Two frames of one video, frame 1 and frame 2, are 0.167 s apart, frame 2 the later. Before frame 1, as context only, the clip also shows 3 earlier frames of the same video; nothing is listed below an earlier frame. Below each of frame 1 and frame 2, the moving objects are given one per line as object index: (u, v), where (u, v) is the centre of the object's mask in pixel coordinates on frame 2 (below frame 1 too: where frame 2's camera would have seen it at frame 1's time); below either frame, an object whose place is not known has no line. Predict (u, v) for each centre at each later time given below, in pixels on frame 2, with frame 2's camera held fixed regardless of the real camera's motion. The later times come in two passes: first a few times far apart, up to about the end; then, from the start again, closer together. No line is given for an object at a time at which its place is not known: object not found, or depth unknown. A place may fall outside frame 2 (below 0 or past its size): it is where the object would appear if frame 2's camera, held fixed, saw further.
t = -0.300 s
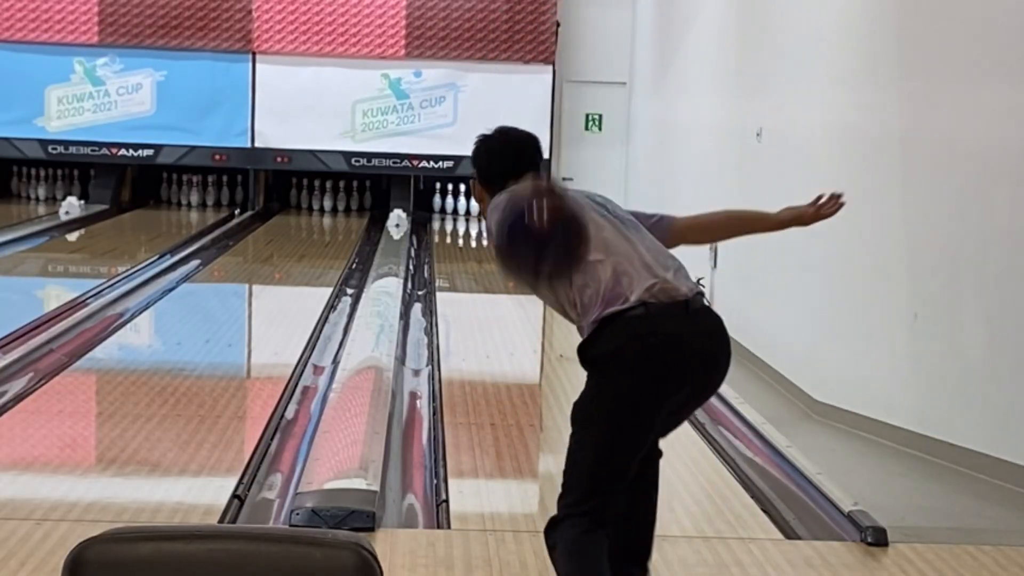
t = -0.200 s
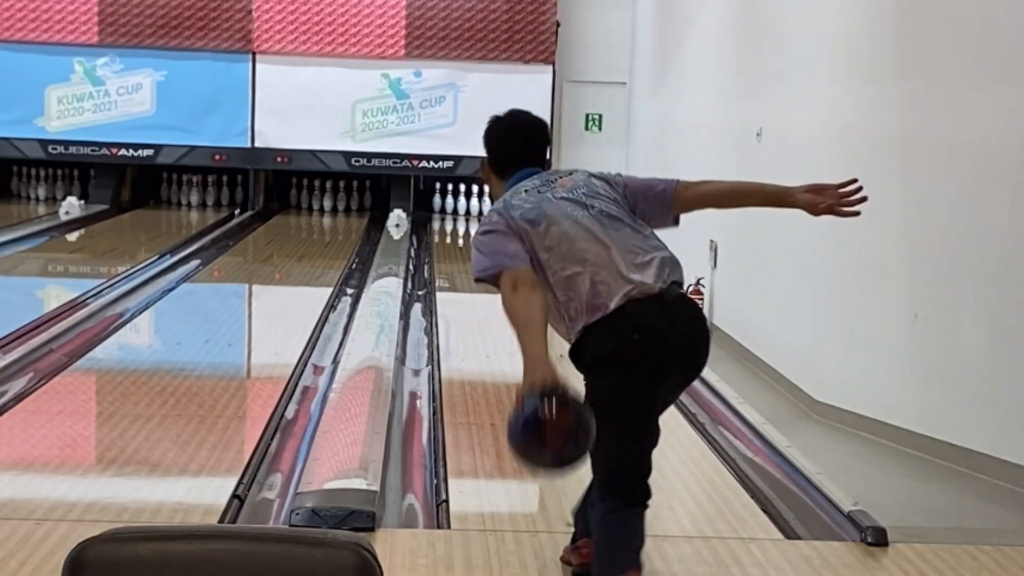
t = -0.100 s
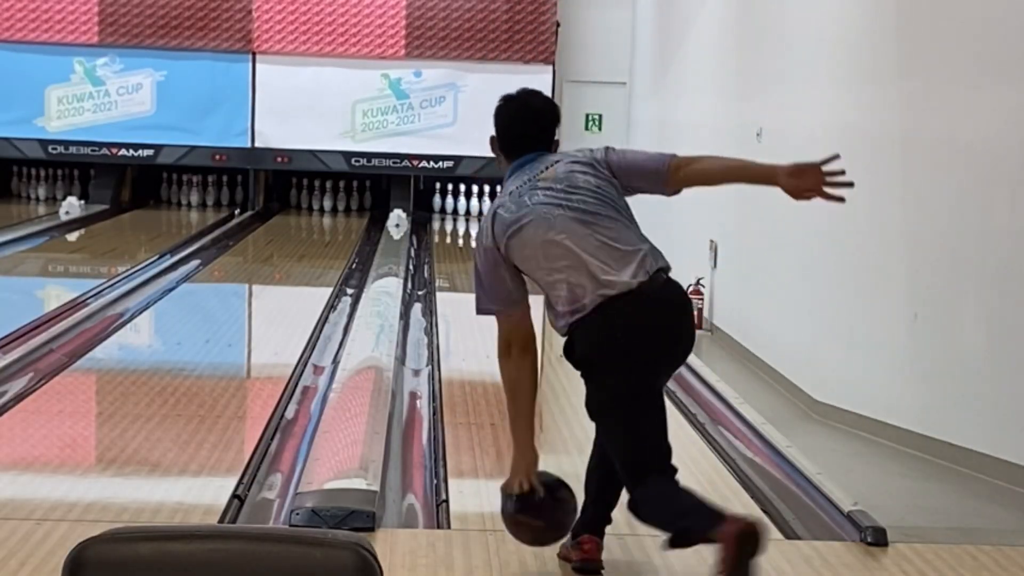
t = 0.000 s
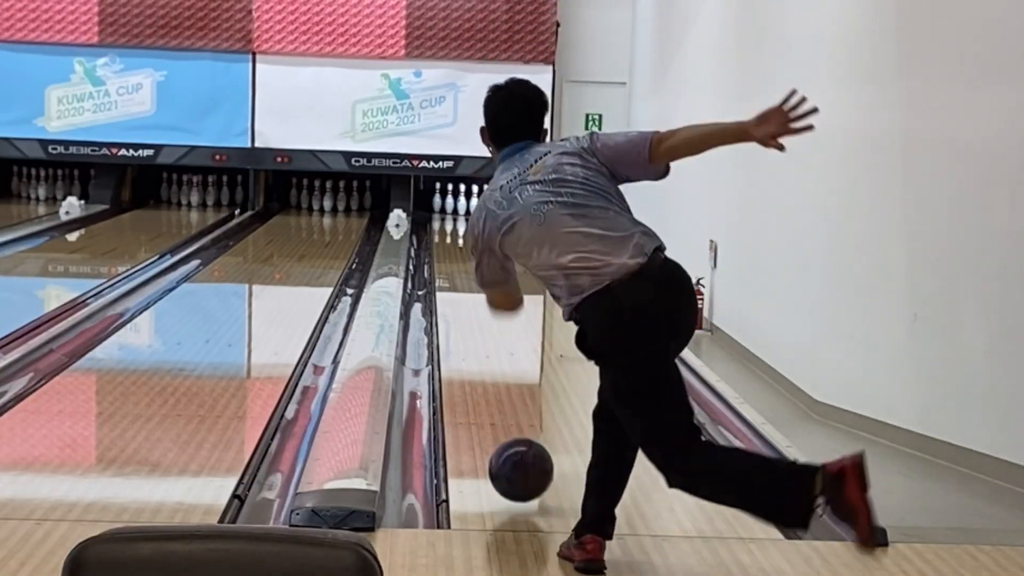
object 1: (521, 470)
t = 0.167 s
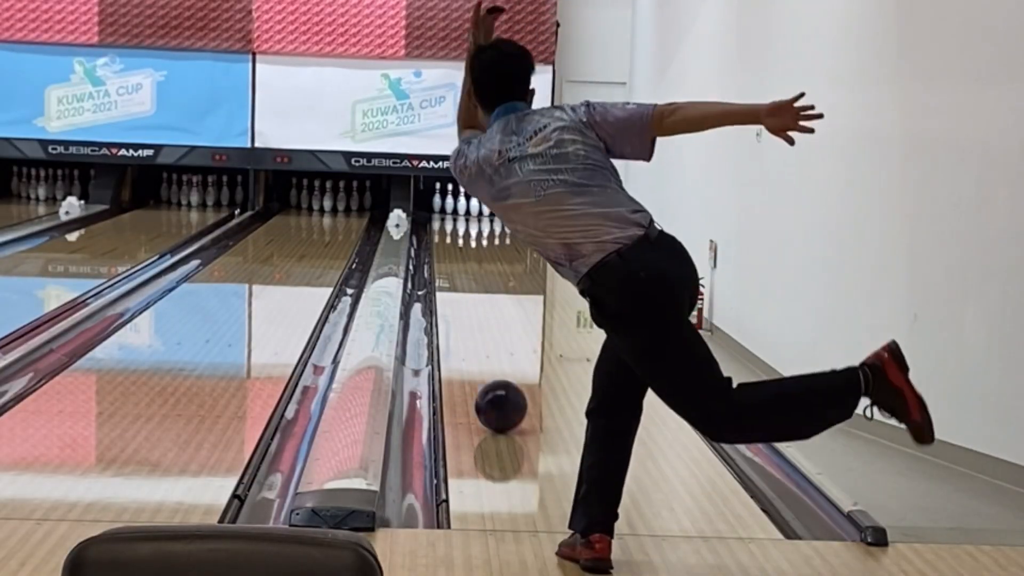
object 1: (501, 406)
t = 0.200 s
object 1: (498, 395)
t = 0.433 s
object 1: (482, 336)
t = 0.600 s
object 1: (476, 307)
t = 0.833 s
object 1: (468, 277)
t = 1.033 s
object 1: (465, 258)
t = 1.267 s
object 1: (463, 241)
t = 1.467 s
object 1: (462, 229)
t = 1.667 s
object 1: (462, 220)
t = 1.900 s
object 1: (465, 211)
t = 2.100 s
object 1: (461, 207)
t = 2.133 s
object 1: (458, 206)
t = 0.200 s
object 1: (498, 395)
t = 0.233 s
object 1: (495, 385)
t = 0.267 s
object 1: (493, 375)
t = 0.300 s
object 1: (490, 366)
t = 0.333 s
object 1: (488, 358)
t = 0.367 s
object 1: (486, 350)
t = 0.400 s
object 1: (484, 343)
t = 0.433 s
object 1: (482, 336)
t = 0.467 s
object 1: (481, 329)
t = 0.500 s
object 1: (479, 323)
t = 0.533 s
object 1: (478, 317)
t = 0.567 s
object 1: (477, 312)
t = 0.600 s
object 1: (476, 307)
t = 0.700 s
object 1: (472, 293)
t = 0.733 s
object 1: (471, 289)
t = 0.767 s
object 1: (470, 285)
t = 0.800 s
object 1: (469, 281)
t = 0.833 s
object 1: (468, 277)
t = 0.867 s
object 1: (468, 273)
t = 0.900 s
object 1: (467, 270)
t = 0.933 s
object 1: (467, 267)
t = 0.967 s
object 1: (466, 265)
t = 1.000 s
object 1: (465, 261)
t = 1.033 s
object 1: (465, 258)
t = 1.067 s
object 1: (464, 256)
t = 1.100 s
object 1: (464, 253)
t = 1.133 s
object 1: (464, 250)
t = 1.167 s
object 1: (464, 247)
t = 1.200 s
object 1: (463, 245)
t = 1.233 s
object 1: (463, 243)
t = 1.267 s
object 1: (463, 241)
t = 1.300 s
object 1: (462, 239)
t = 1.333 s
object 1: (463, 236)
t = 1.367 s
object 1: (462, 235)
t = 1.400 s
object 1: (462, 233)
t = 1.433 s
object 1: (462, 231)
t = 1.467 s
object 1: (462, 229)
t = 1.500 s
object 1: (462, 227)
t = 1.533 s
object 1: (462, 225)
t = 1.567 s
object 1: (462, 224)
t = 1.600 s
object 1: (462, 223)
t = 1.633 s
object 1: (462, 221)
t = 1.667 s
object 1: (462, 220)
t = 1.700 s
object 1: (463, 218)
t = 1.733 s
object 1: (463, 217)
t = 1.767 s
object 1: (464, 215)
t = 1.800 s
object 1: (464, 214)
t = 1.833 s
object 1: (464, 213)
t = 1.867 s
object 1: (465, 212)
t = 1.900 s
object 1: (465, 211)
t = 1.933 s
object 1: (466, 209)
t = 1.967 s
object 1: (466, 209)
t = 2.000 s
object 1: (464, 208)
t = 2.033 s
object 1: (463, 207)
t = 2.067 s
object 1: (463, 207)
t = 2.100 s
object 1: (461, 207)
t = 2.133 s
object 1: (458, 206)
